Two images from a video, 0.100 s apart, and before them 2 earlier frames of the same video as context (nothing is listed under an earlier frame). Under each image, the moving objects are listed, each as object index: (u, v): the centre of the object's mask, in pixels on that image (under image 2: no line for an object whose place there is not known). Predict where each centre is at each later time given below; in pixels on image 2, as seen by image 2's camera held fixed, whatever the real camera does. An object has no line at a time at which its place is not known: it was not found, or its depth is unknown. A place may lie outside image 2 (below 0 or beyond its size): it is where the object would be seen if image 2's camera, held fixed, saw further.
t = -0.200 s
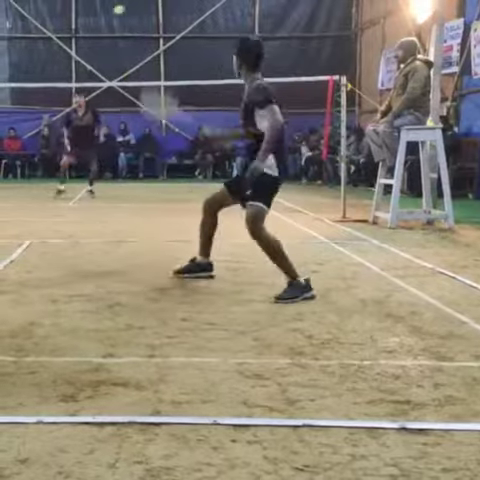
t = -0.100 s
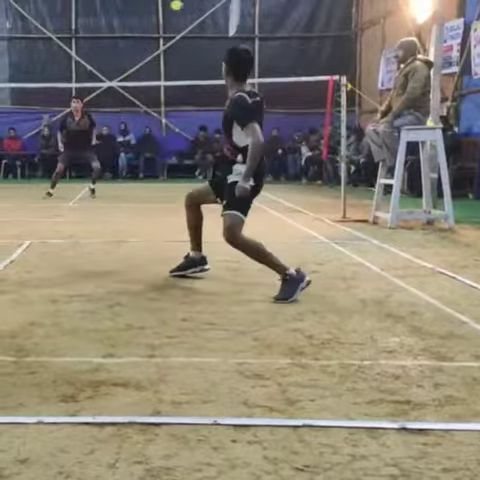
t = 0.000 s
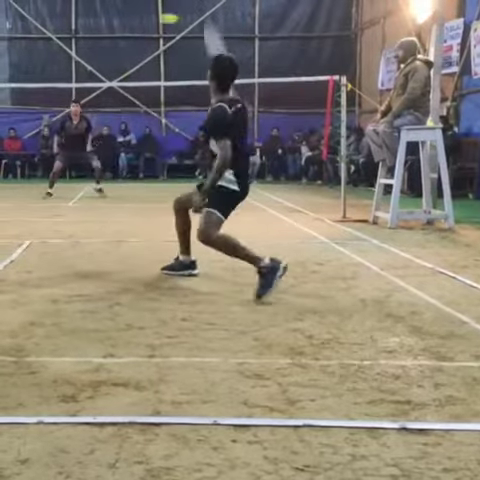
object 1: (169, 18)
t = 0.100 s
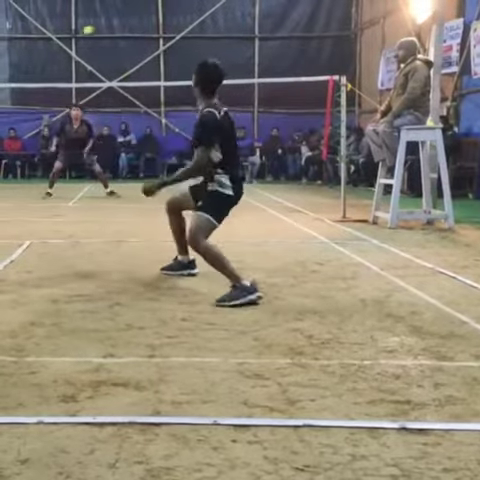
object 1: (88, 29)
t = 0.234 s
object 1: (42, 49)
